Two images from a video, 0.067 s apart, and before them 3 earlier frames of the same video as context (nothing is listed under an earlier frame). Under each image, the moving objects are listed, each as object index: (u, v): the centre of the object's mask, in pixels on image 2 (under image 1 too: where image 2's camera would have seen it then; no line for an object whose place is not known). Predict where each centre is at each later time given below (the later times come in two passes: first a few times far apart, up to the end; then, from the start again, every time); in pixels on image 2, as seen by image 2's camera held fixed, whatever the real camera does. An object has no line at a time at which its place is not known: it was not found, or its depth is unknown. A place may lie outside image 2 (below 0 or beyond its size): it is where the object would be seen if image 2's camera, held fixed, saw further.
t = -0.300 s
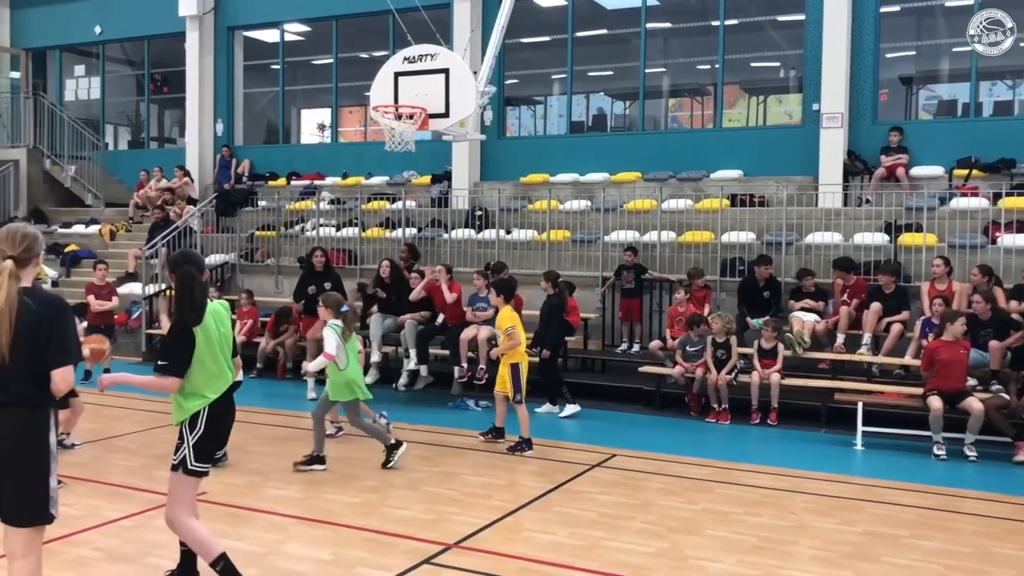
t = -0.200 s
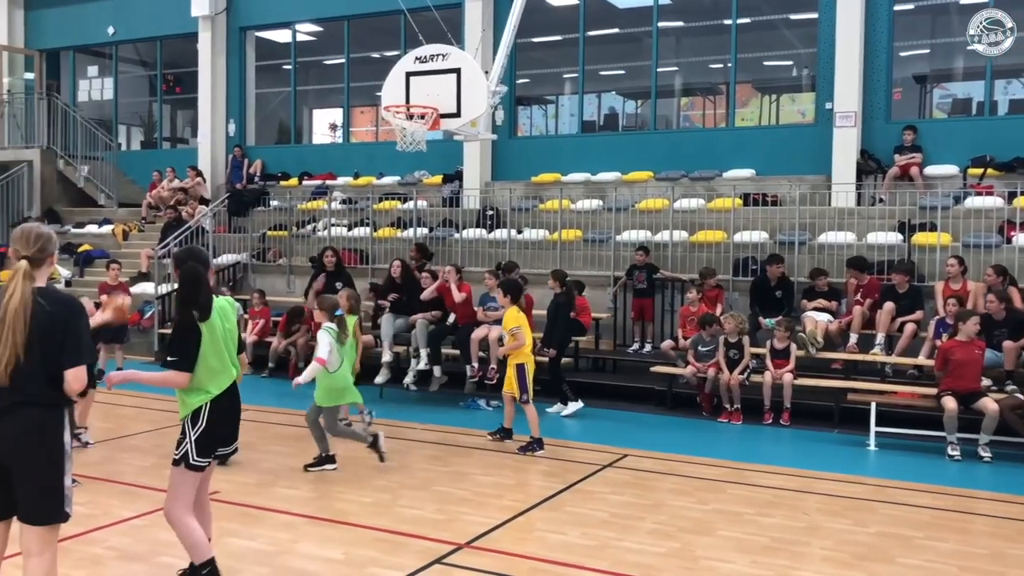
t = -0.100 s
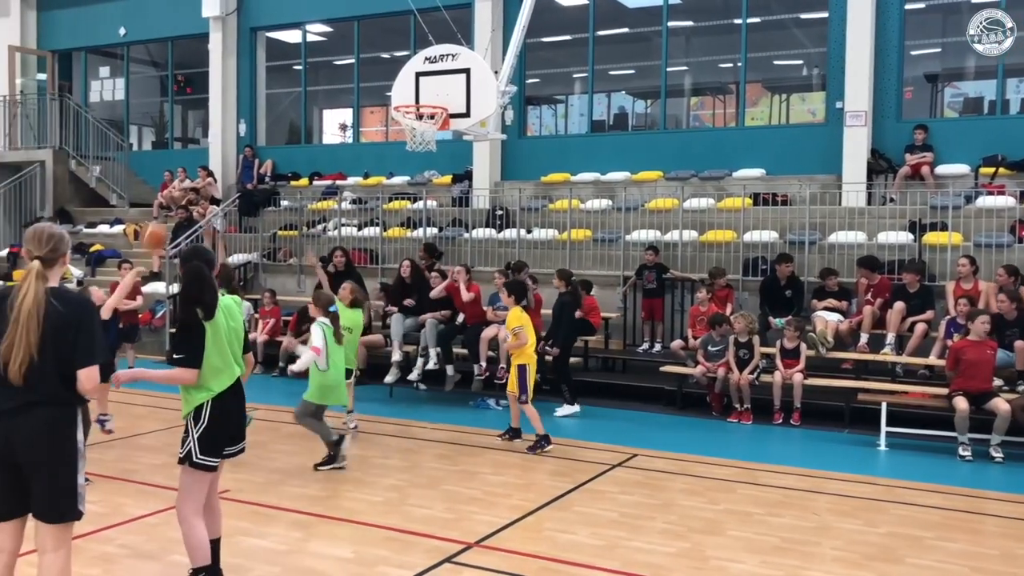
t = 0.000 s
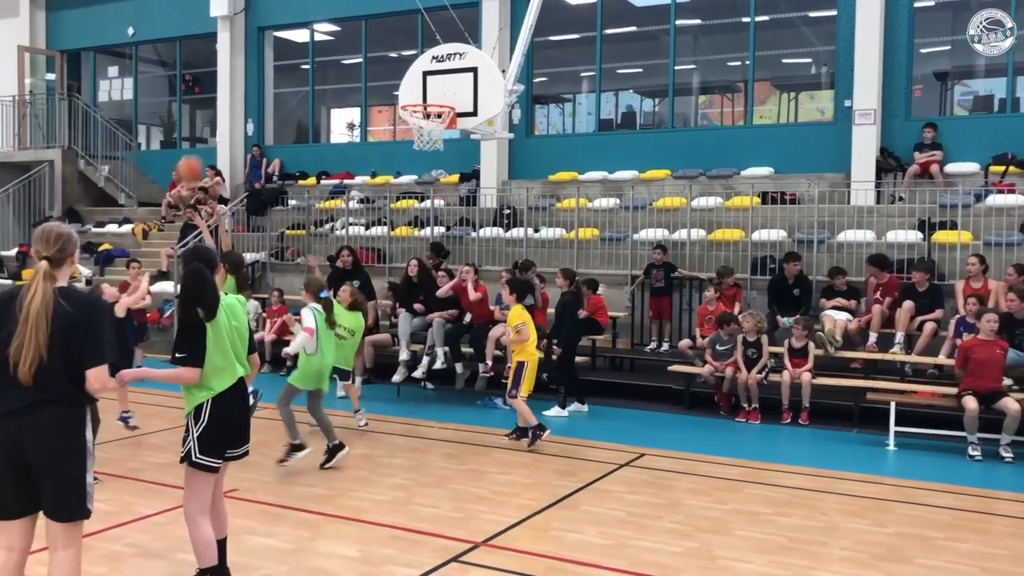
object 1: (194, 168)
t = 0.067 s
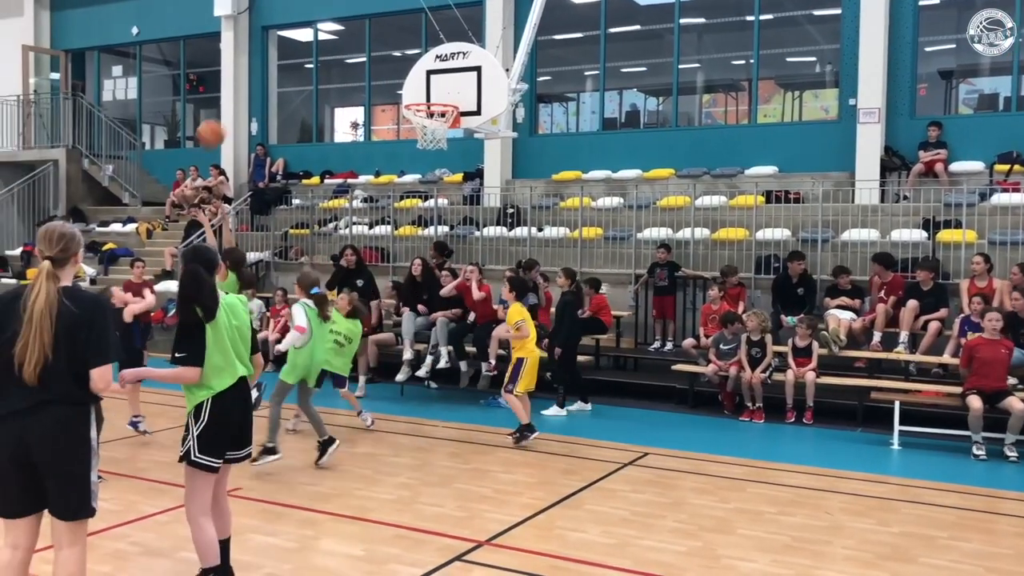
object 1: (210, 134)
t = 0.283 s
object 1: (266, 56)
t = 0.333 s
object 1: (278, 47)
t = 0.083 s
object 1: (215, 126)
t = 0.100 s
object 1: (220, 118)
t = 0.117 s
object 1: (224, 111)
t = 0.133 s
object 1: (228, 104)
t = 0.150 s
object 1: (232, 98)
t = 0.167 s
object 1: (236, 91)
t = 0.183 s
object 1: (241, 85)
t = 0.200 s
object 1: (245, 79)
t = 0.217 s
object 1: (250, 74)
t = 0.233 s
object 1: (254, 69)
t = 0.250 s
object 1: (257, 65)
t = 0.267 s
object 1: (261, 60)
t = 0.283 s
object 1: (266, 56)
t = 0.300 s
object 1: (270, 53)
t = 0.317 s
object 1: (274, 49)
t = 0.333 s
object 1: (278, 47)
